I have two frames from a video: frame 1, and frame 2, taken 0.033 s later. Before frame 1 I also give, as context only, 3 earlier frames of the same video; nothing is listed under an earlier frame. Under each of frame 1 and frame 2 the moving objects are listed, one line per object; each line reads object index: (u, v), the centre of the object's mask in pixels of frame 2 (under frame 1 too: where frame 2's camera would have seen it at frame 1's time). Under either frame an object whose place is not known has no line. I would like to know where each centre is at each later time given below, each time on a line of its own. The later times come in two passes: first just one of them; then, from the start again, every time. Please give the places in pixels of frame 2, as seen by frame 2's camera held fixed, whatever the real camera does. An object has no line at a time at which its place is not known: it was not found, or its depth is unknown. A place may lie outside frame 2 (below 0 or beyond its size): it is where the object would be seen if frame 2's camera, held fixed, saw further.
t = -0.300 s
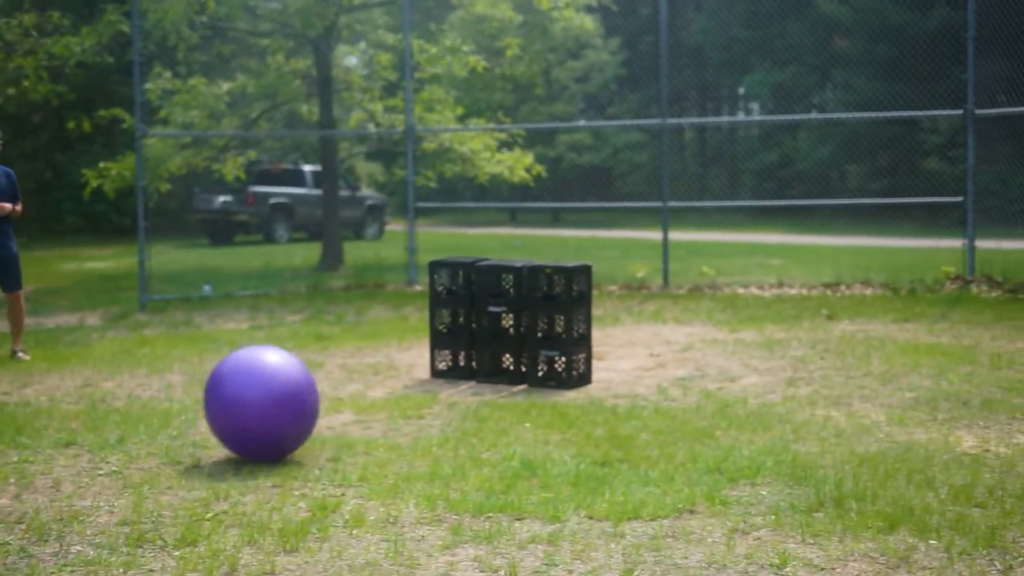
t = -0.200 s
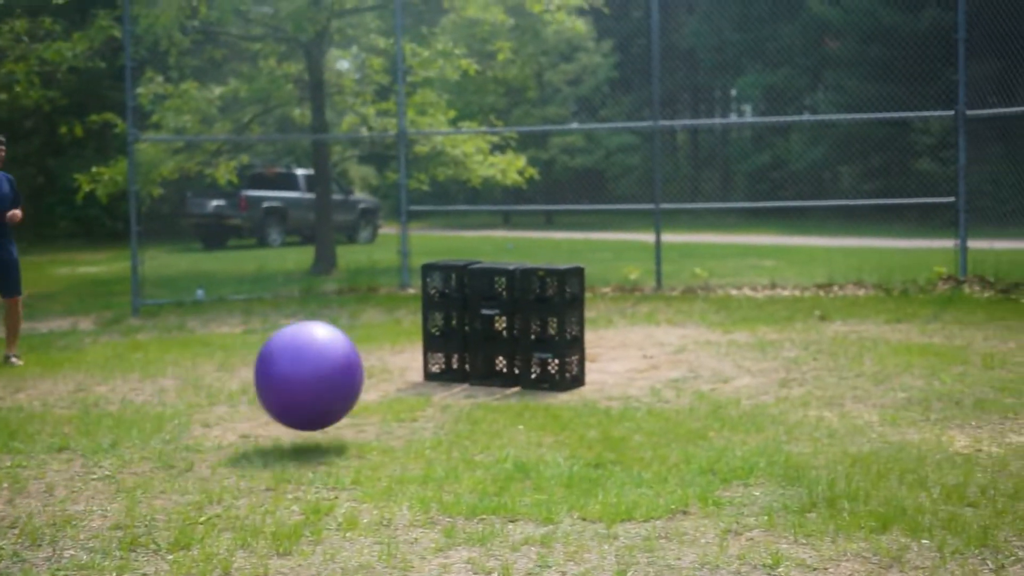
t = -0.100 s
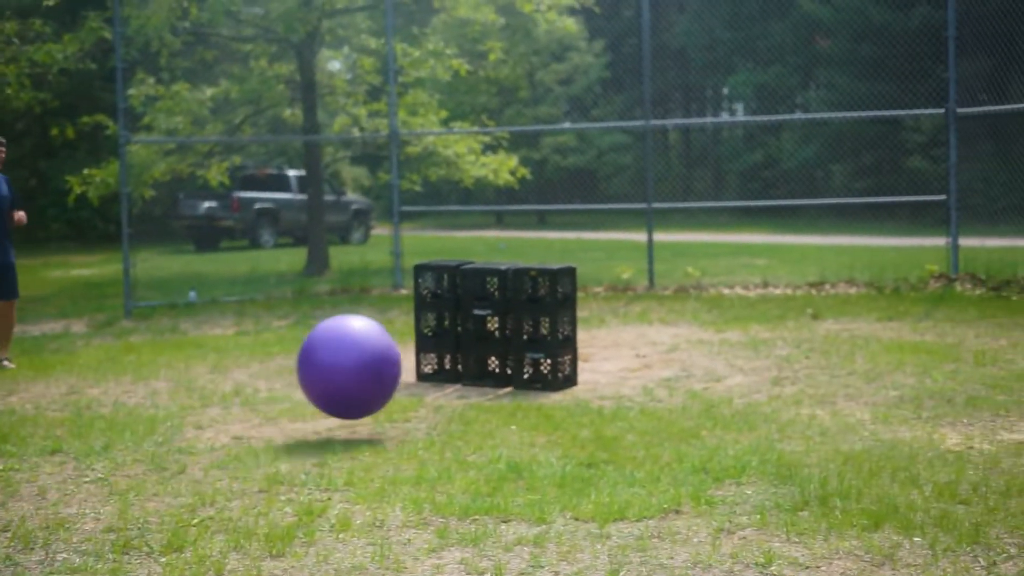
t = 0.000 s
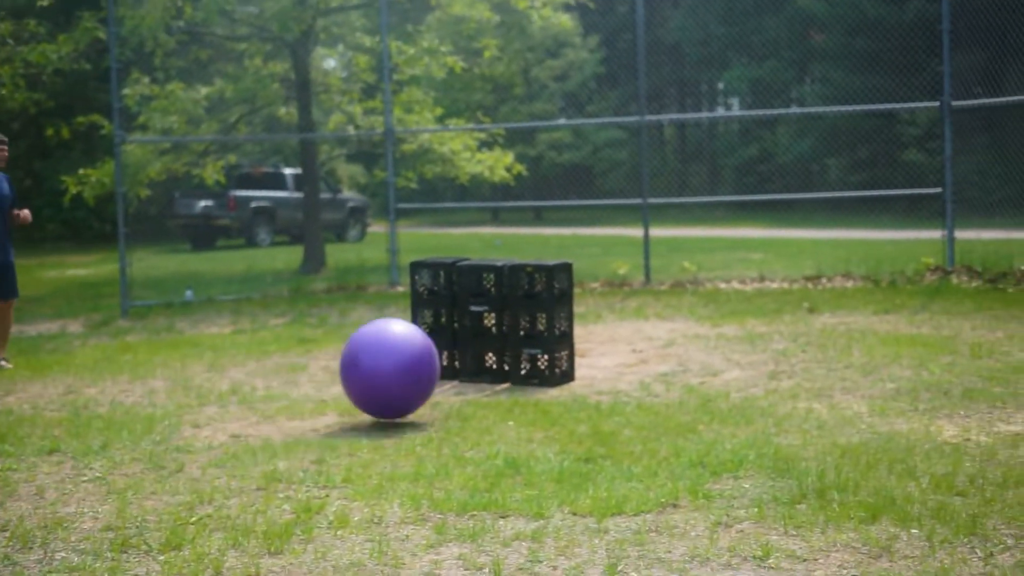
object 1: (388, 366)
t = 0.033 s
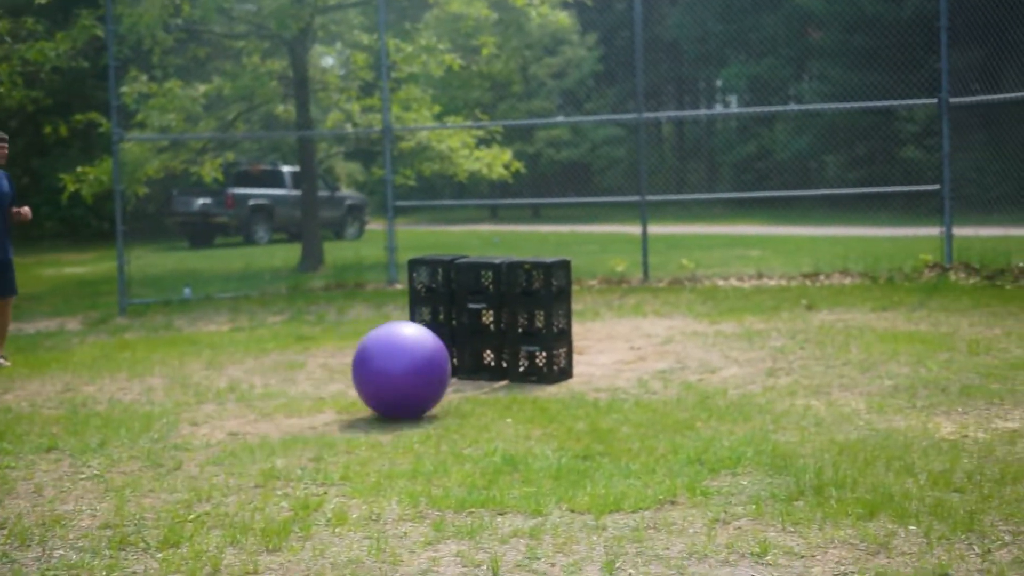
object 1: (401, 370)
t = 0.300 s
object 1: (494, 331)
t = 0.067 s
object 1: (414, 372)
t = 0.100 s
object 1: (427, 366)
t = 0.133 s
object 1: (440, 356)
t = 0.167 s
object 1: (452, 347)
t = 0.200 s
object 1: (463, 341)
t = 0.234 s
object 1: (474, 336)
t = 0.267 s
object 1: (484, 333)
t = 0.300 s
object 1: (494, 331)
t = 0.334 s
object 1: (504, 330)
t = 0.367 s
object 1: (502, 322)
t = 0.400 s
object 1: (496, 318)
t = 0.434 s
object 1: (491, 315)
